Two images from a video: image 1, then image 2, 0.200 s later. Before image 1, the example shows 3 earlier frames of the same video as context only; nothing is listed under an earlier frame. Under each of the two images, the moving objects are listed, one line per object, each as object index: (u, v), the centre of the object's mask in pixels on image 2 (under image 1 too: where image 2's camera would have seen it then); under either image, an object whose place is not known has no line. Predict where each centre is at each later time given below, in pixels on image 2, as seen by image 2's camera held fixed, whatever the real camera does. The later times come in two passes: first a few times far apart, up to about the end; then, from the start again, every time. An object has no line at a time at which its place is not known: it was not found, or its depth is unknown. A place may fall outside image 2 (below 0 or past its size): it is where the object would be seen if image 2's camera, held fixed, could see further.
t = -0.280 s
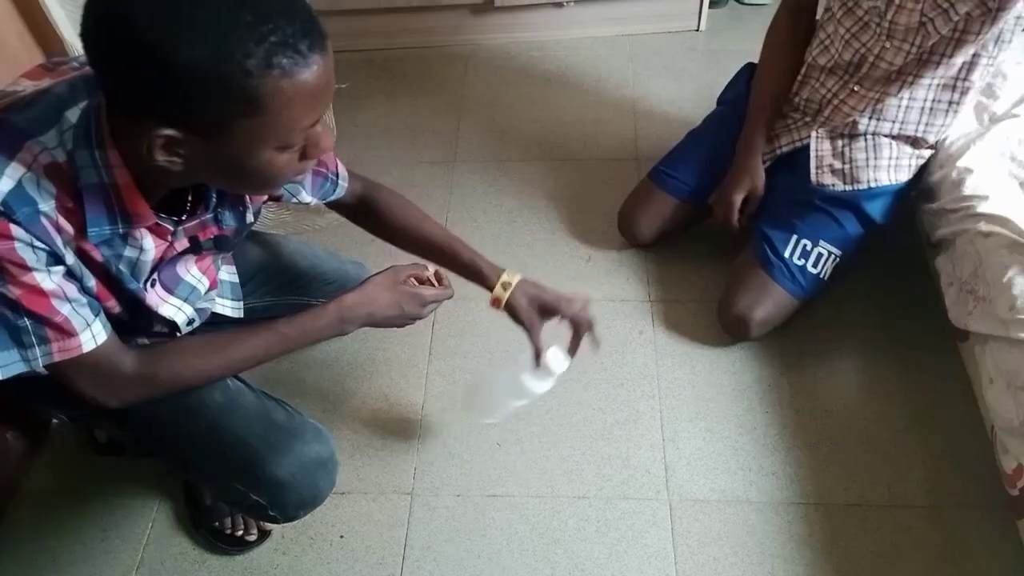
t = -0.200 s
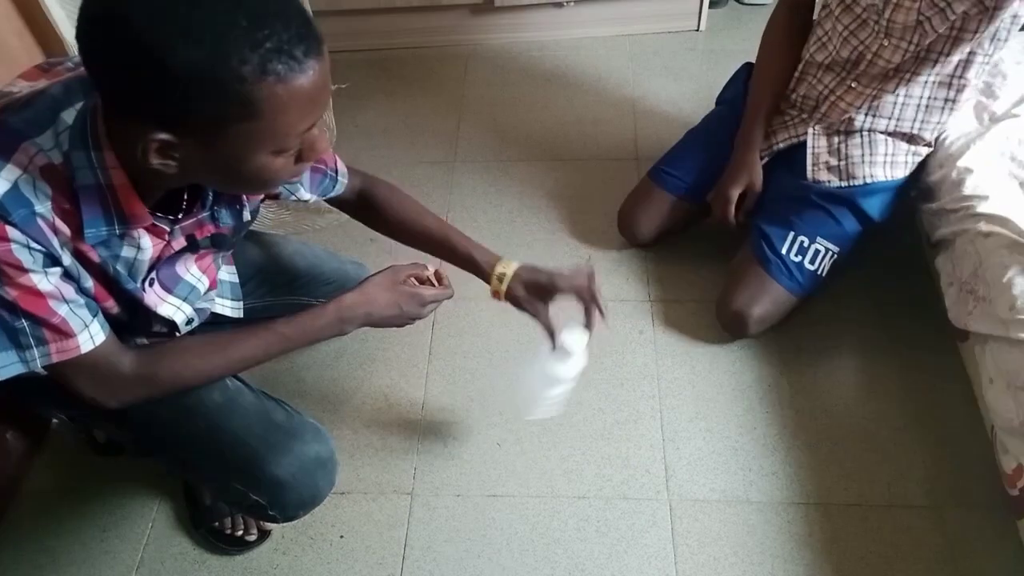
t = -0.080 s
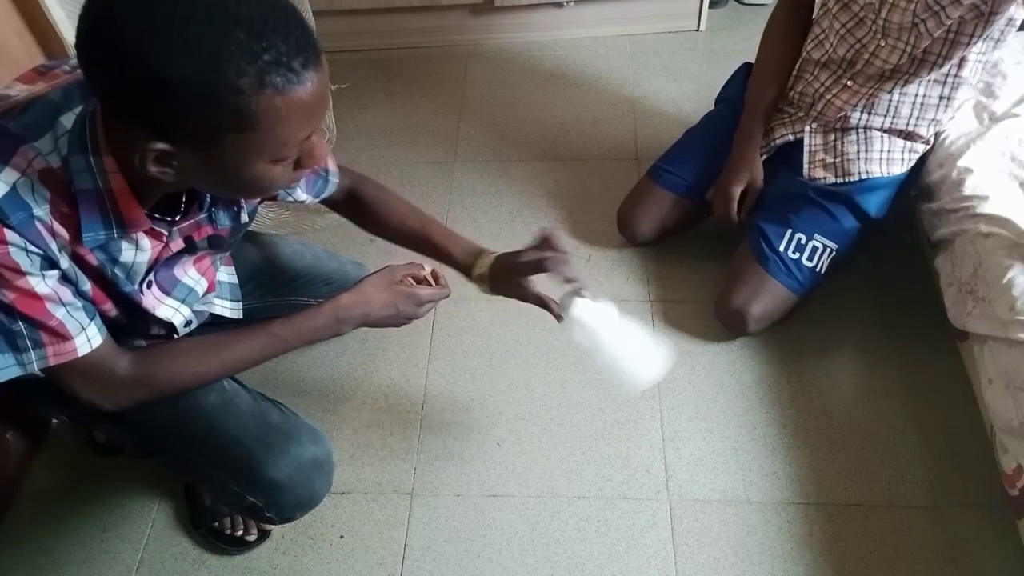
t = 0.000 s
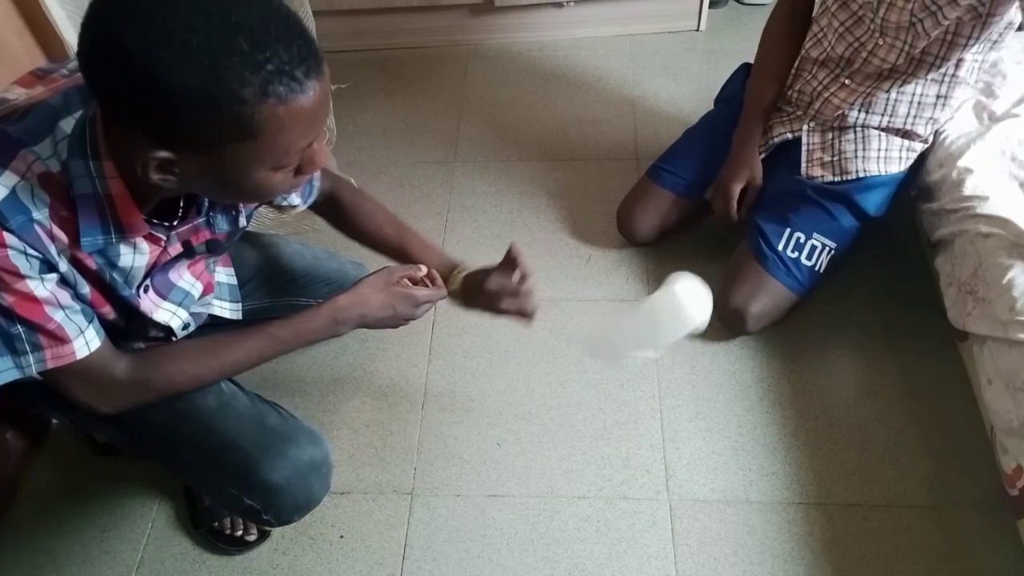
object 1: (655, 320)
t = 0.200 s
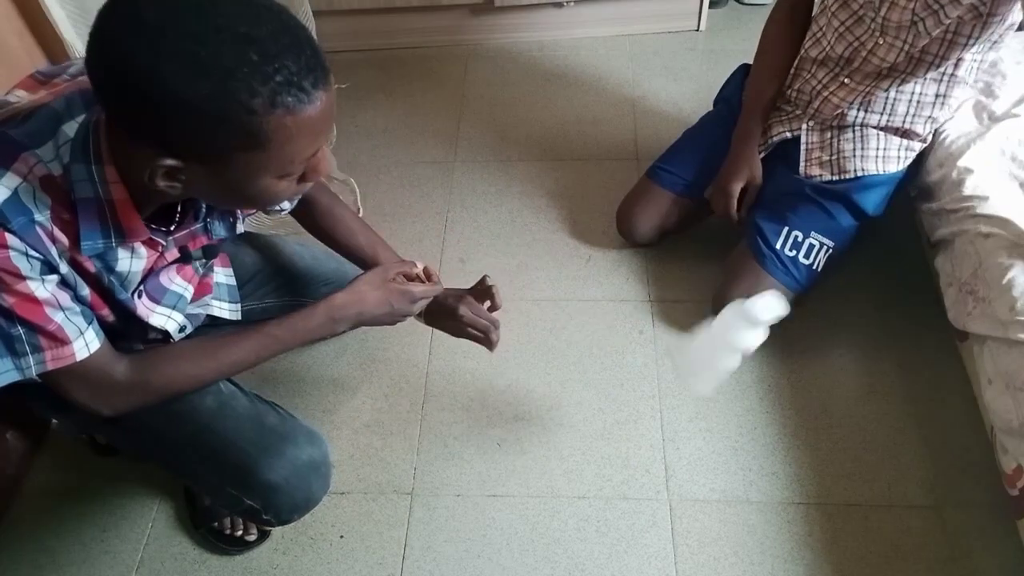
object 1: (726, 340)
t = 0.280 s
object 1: (715, 383)
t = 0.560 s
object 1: (679, 428)
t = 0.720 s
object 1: (679, 428)
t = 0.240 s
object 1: (723, 359)
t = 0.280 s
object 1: (715, 383)
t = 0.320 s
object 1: (710, 408)
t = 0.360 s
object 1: (706, 410)
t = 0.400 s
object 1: (696, 415)
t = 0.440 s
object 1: (688, 420)
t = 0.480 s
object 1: (680, 427)
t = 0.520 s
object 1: (679, 428)
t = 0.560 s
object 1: (679, 428)
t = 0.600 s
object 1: (679, 428)
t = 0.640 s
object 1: (679, 428)
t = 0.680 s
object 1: (679, 428)
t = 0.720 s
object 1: (679, 428)
